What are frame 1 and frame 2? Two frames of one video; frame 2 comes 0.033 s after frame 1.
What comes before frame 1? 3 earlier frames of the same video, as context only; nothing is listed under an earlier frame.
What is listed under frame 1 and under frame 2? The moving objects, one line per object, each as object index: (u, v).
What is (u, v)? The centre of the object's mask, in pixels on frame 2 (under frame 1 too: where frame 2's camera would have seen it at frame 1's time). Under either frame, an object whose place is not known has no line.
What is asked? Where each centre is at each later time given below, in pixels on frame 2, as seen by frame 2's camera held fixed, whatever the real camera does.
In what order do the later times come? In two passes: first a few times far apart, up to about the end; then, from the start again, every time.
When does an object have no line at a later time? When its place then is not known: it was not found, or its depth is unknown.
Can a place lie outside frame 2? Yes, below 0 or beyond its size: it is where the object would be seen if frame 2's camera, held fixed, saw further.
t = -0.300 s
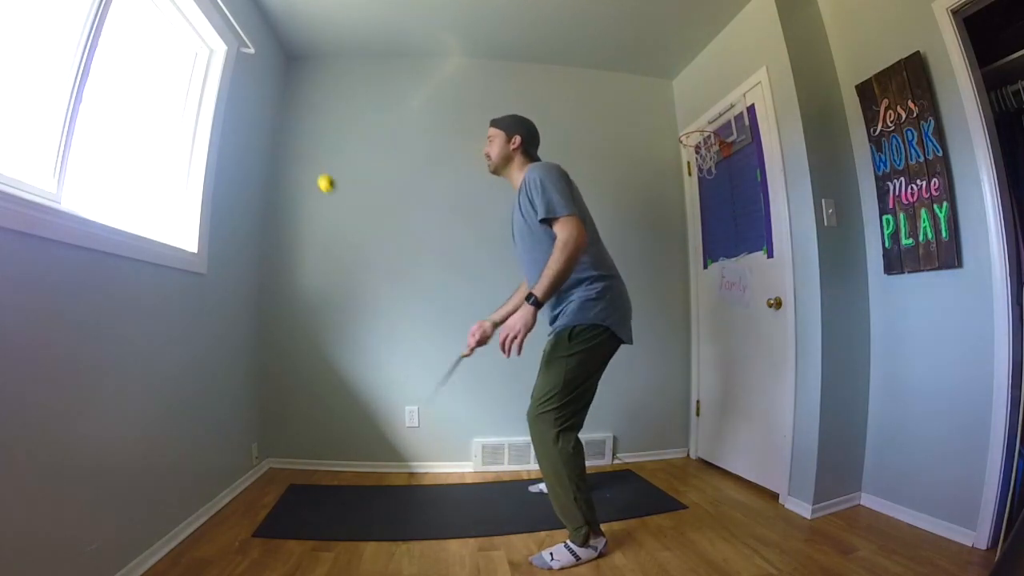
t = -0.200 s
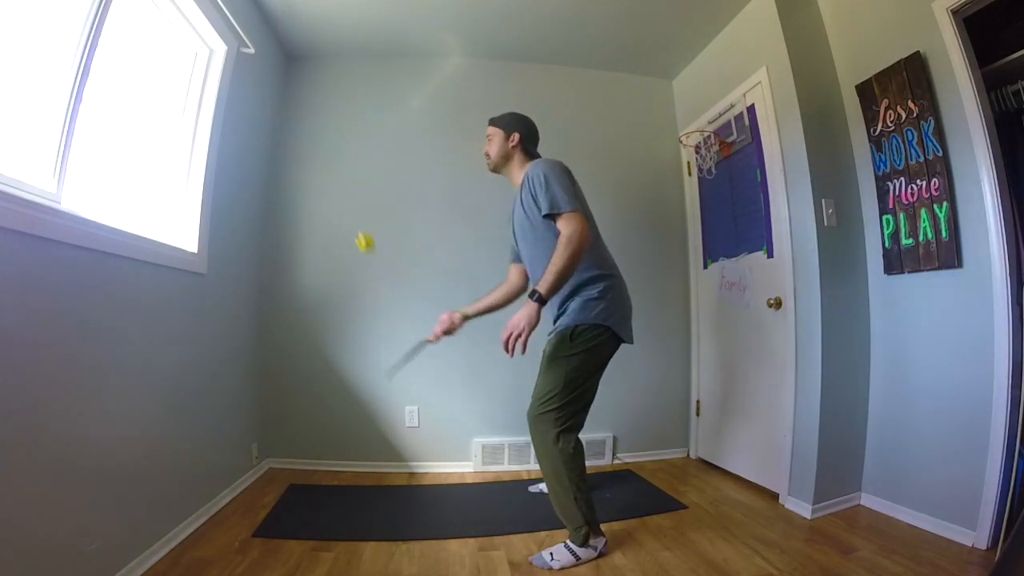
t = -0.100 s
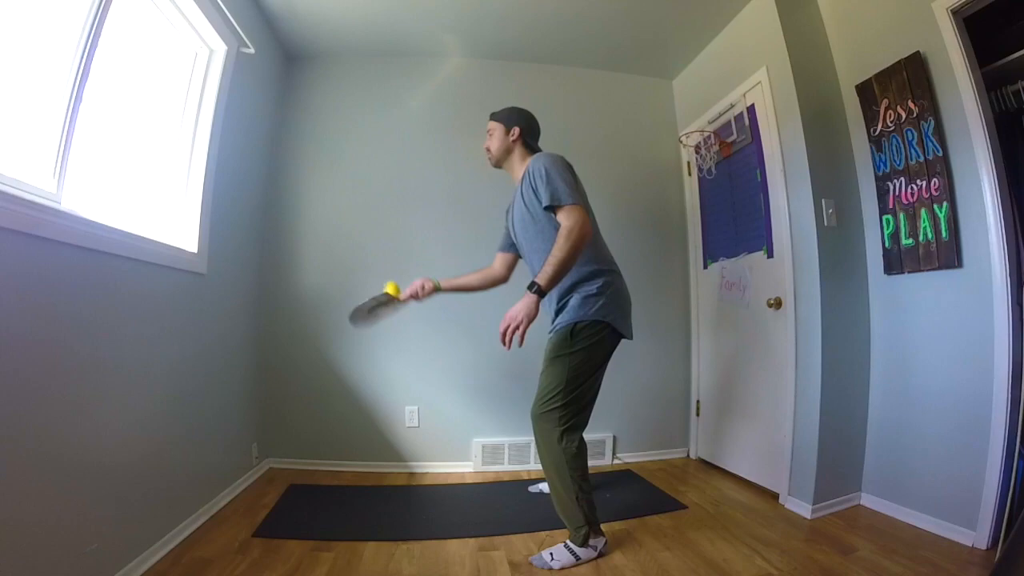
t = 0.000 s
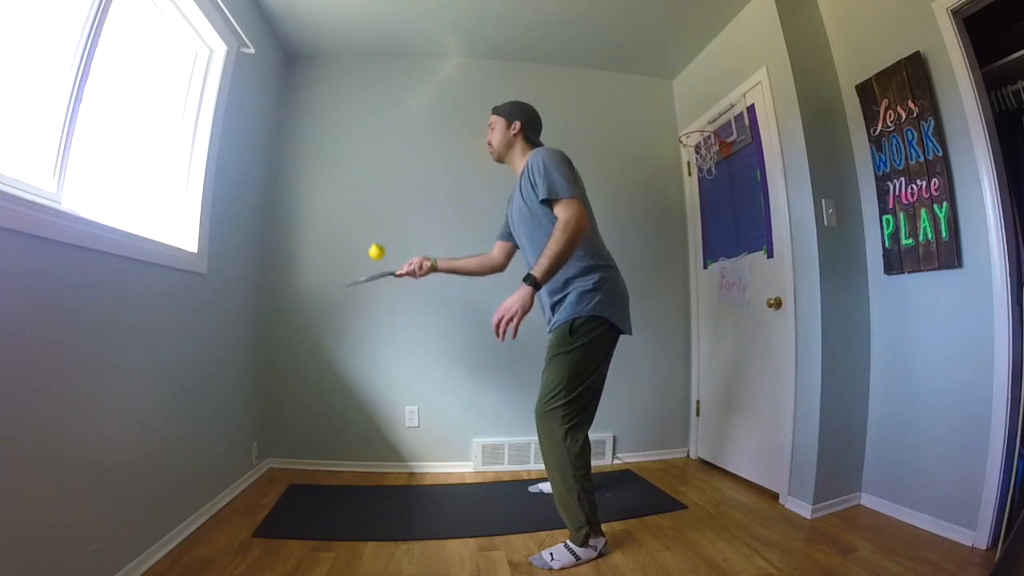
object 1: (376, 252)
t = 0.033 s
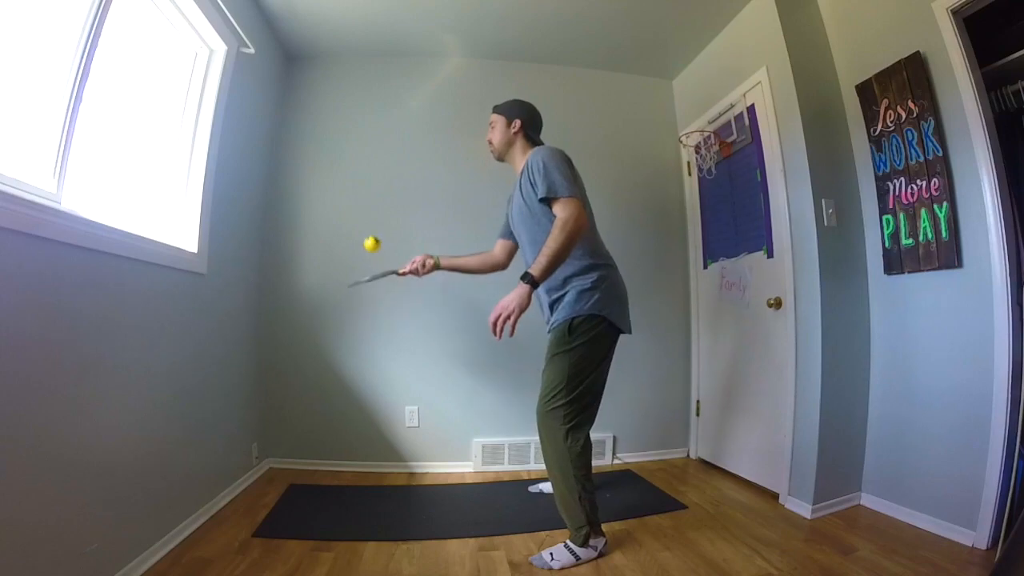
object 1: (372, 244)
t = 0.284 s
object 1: (340, 257)
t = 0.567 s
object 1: (306, 377)
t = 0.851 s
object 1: (278, 416)
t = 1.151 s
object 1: (254, 408)
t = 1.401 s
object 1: (262, 460)
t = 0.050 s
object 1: (369, 241)
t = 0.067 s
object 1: (367, 238)
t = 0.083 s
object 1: (364, 237)
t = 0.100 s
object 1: (362, 235)
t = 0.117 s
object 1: (360, 235)
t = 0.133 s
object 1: (358, 235)
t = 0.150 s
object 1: (356, 236)
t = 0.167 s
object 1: (354, 237)
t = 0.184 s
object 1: (352, 238)
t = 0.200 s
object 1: (350, 240)
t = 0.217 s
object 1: (348, 242)
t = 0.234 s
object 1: (345, 245)
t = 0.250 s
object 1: (343, 249)
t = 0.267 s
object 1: (342, 252)
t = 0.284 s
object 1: (340, 257)
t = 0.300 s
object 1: (338, 262)
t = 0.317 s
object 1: (336, 267)
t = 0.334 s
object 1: (334, 273)
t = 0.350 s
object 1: (332, 279)
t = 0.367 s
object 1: (331, 287)
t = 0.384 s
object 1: (330, 294)
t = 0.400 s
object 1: (327, 302)
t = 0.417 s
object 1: (326, 308)
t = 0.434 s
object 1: (324, 314)
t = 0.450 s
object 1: (322, 320)
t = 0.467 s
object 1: (319, 326)
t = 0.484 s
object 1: (317, 333)
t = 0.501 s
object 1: (315, 340)
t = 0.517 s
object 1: (313, 349)
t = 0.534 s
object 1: (311, 357)
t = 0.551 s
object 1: (309, 367)
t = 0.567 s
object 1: (306, 377)
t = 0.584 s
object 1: (304, 387)
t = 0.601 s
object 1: (301, 399)
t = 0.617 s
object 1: (301, 410)
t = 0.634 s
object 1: (300, 422)
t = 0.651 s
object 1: (299, 434)
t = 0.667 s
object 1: (297, 447)
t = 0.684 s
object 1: (295, 460)
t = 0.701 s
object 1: (293, 474)
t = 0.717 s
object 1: (290, 471)
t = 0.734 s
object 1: (288, 462)
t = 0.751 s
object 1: (287, 455)
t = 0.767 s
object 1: (285, 447)
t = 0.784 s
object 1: (284, 440)
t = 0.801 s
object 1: (283, 433)
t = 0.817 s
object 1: (281, 427)
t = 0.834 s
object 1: (279, 421)
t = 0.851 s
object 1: (278, 416)
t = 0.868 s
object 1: (276, 411)
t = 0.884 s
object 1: (275, 406)
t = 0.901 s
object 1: (274, 403)
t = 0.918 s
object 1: (272, 399)
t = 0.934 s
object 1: (271, 396)
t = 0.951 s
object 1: (269, 394)
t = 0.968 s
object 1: (268, 392)
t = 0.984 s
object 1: (267, 391)
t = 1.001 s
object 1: (265, 391)
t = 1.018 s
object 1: (264, 390)
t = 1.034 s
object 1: (262, 390)
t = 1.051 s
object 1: (261, 391)
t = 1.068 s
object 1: (260, 393)
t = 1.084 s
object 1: (259, 395)
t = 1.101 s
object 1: (258, 397)
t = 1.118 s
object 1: (257, 400)
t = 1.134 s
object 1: (255, 404)
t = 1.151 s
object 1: (254, 408)
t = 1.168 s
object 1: (252, 413)
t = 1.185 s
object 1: (252, 418)
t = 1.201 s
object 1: (251, 423)
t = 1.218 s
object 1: (250, 430)
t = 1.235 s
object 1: (249, 437)
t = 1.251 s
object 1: (249, 444)
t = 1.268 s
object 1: (250, 450)
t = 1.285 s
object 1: (253, 456)
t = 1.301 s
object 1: (255, 464)
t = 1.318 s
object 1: (257, 471)
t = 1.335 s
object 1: (258, 478)
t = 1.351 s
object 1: (259, 473)
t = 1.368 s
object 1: (260, 467)
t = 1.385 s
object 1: (262, 464)
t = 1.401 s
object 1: (262, 460)
